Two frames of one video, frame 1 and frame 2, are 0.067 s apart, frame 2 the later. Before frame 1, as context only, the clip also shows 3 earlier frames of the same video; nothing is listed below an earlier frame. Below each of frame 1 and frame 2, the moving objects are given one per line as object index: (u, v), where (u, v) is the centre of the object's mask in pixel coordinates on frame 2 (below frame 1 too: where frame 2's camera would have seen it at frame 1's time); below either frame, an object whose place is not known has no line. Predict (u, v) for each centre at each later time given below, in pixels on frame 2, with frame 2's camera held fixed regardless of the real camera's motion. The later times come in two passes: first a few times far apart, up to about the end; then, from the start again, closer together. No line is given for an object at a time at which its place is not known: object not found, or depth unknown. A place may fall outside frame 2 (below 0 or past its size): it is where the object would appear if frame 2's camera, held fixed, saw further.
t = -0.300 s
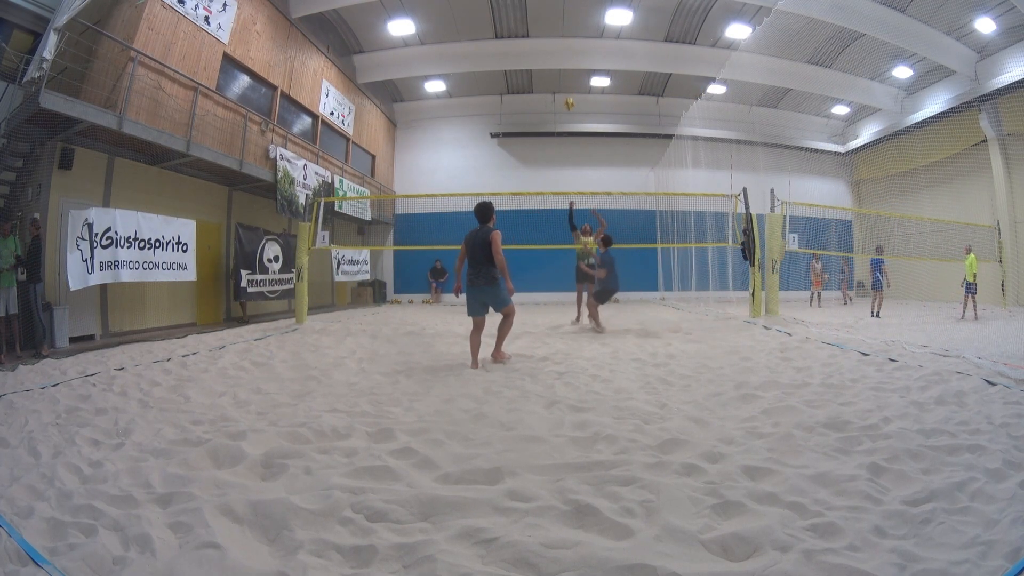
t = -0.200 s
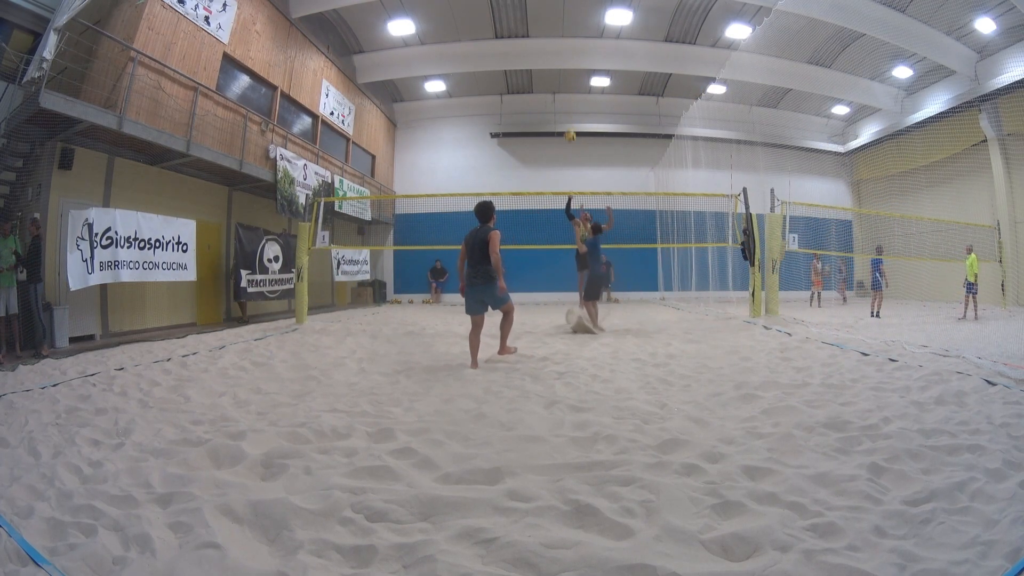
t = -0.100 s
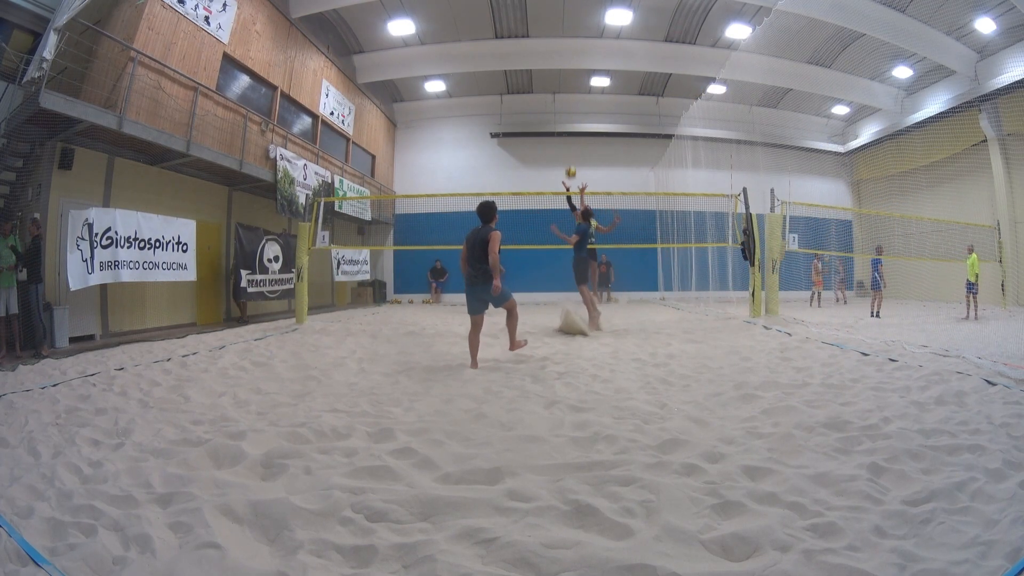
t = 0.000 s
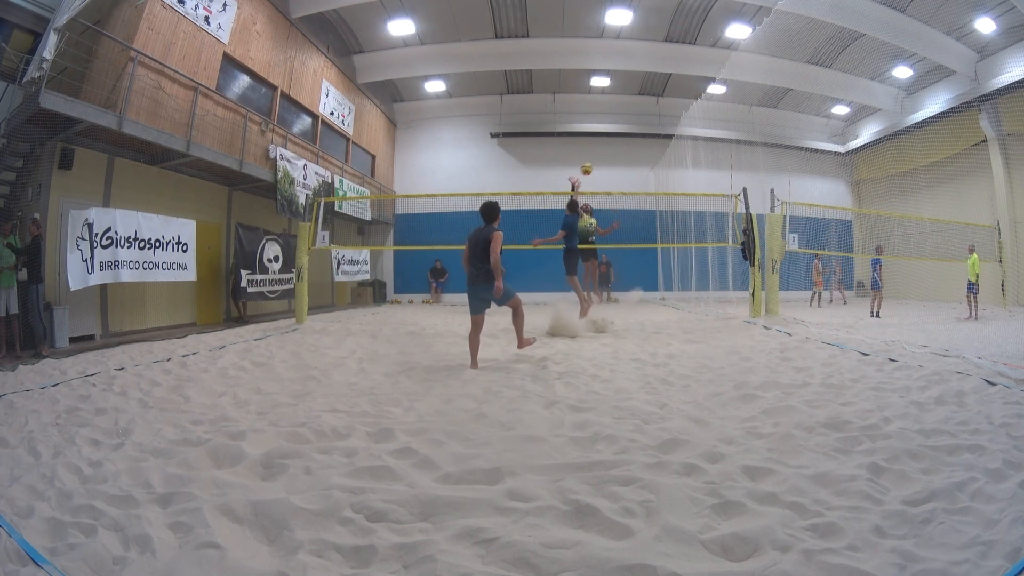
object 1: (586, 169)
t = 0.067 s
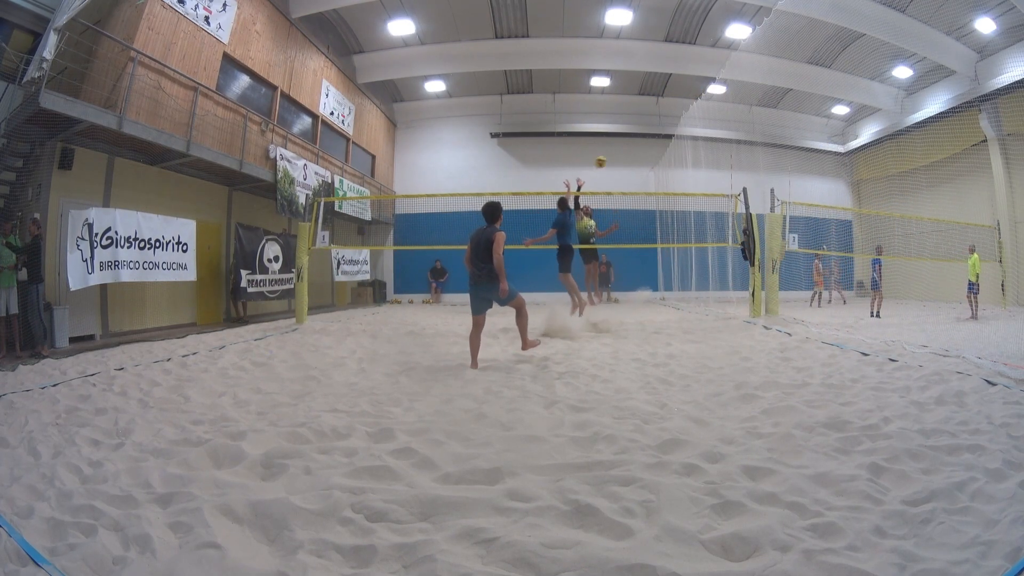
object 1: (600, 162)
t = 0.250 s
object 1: (643, 152)
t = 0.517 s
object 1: (714, 177)
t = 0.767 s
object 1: (789, 253)
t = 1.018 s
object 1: (864, 333)
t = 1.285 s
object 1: (940, 340)
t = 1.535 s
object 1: (968, 346)
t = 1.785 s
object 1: (983, 351)
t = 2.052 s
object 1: (993, 358)
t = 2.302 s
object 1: (1001, 366)
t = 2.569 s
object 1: (1011, 370)
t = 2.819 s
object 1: (1018, 376)
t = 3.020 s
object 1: (1018, 376)
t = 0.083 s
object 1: (604, 160)
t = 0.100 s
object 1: (608, 159)
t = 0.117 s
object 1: (612, 157)
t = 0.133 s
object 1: (615, 156)
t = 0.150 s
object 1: (619, 155)
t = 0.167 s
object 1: (623, 154)
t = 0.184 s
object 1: (627, 153)
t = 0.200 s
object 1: (630, 153)
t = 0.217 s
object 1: (635, 152)
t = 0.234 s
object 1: (639, 152)
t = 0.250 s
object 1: (643, 152)
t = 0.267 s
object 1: (647, 152)
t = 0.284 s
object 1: (651, 152)
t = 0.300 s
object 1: (655, 153)
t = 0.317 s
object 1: (659, 153)
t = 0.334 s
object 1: (664, 154)
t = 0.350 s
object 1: (668, 155)
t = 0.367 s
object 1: (672, 156)
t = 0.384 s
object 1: (676, 158)
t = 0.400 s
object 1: (681, 159)
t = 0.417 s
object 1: (685, 161)
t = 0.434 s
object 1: (691, 163)
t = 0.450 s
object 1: (695, 165)
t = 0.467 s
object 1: (699, 168)
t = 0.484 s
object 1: (704, 170)
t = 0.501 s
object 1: (709, 174)
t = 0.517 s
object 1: (714, 177)
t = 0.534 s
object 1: (718, 180)
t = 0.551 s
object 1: (723, 183)
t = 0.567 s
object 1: (728, 187)
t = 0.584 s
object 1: (733, 191)
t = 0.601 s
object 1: (737, 196)
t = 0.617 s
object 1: (743, 199)
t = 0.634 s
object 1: (749, 205)
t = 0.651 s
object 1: (754, 209)
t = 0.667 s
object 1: (759, 215)
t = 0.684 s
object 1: (765, 222)
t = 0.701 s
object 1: (770, 227)
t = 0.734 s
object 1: (779, 239)
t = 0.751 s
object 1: (784, 247)
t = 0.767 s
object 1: (789, 253)
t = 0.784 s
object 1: (795, 260)
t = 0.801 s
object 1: (799, 266)
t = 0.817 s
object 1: (804, 274)
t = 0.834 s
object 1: (809, 284)
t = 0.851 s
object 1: (815, 292)
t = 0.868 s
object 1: (819, 300)
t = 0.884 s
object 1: (824, 309)
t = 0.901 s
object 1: (828, 319)
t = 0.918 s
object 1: (833, 329)
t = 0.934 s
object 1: (837, 336)
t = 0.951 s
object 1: (843, 338)
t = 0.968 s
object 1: (848, 338)
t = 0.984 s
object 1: (854, 337)
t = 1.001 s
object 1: (859, 334)
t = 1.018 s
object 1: (864, 333)
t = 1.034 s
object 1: (869, 332)
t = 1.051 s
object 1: (875, 331)
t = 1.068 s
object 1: (879, 331)
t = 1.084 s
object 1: (884, 330)
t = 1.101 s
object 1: (890, 330)
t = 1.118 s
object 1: (895, 331)
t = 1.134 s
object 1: (900, 331)
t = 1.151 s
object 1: (905, 331)
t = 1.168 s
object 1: (910, 332)
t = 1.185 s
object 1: (915, 333)
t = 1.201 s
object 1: (920, 334)
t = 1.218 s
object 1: (925, 336)
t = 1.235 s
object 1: (929, 337)
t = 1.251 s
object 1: (933, 338)
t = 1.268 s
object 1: (937, 339)
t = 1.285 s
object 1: (940, 340)
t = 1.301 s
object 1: (943, 341)
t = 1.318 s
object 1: (946, 341)
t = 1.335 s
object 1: (948, 342)
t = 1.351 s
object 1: (950, 342)
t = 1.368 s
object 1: (952, 342)
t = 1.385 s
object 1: (954, 342)
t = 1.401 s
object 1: (956, 343)
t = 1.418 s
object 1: (958, 343)
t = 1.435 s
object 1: (960, 344)
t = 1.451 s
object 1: (961, 344)
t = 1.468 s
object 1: (963, 345)
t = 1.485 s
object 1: (964, 345)
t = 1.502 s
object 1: (966, 346)
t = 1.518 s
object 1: (967, 346)
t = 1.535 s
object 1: (968, 346)
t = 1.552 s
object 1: (969, 346)
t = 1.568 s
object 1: (971, 346)
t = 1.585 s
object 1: (972, 346)
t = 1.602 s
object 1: (973, 347)
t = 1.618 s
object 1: (974, 347)
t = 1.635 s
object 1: (975, 347)
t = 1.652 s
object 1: (976, 347)
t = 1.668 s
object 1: (977, 348)
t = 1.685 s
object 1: (978, 349)
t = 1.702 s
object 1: (979, 349)
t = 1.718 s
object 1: (980, 350)
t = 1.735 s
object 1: (981, 350)
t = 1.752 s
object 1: (981, 351)
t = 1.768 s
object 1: (982, 351)
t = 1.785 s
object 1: (983, 351)
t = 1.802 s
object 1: (983, 351)
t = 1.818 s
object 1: (984, 351)
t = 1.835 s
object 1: (985, 351)
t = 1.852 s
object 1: (985, 351)
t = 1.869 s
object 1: (986, 351)
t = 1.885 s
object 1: (987, 352)
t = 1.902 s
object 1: (988, 353)
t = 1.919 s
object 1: (988, 353)
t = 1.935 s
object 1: (988, 354)
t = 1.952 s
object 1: (989, 357)
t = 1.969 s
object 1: (989, 358)
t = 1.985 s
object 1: (990, 359)
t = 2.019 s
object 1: (991, 359)
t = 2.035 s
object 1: (992, 359)
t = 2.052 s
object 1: (993, 358)
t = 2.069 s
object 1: (993, 358)
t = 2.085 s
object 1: (994, 358)
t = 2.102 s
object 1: (994, 358)
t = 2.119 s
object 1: (995, 358)
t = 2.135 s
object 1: (995, 358)
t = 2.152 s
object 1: (996, 358)
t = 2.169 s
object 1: (996, 359)
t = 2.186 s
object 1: (997, 359)
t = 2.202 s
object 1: (997, 359)
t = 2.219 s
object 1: (998, 360)
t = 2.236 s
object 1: (999, 361)
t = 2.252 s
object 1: (999, 362)
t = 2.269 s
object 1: (1000, 363)
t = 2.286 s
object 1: (1001, 364)
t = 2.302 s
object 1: (1001, 366)
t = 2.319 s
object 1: (1002, 366)
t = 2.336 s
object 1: (1003, 366)
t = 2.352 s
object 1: (1003, 366)
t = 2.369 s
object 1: (1004, 367)
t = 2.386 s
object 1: (1004, 367)
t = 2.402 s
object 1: (1005, 367)
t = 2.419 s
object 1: (1005, 368)
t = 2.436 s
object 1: (1006, 367)
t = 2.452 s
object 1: (1007, 368)
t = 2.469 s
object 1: (1007, 368)
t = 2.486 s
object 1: (1008, 368)
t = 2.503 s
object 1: (1009, 368)
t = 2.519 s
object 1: (1009, 369)
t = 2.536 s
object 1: (1010, 369)
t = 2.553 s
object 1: (1011, 370)
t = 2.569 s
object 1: (1011, 370)
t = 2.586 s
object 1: (1012, 370)
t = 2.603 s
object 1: (1012, 370)
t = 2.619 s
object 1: (1013, 370)
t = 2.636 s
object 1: (1014, 371)
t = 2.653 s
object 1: (1014, 371)
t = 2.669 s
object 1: (1015, 372)
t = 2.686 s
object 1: (1015, 373)
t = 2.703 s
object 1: (1015, 373)
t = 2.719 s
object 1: (1016, 374)
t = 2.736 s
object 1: (1016, 375)
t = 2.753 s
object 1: (1016, 375)
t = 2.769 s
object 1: (1017, 376)
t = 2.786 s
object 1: (1017, 376)
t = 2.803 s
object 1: (1017, 376)
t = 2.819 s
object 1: (1018, 376)
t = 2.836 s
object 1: (1018, 376)
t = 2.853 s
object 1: (1018, 376)
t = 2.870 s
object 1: (1018, 376)
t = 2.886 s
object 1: (1018, 376)
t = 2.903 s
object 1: (1018, 375)
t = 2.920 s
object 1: (1018, 375)
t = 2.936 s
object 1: (1018, 375)
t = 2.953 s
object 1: (1018, 375)
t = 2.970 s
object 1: (1018, 375)
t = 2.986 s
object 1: (1018, 375)
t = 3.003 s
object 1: (1018, 375)
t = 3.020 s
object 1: (1018, 376)
